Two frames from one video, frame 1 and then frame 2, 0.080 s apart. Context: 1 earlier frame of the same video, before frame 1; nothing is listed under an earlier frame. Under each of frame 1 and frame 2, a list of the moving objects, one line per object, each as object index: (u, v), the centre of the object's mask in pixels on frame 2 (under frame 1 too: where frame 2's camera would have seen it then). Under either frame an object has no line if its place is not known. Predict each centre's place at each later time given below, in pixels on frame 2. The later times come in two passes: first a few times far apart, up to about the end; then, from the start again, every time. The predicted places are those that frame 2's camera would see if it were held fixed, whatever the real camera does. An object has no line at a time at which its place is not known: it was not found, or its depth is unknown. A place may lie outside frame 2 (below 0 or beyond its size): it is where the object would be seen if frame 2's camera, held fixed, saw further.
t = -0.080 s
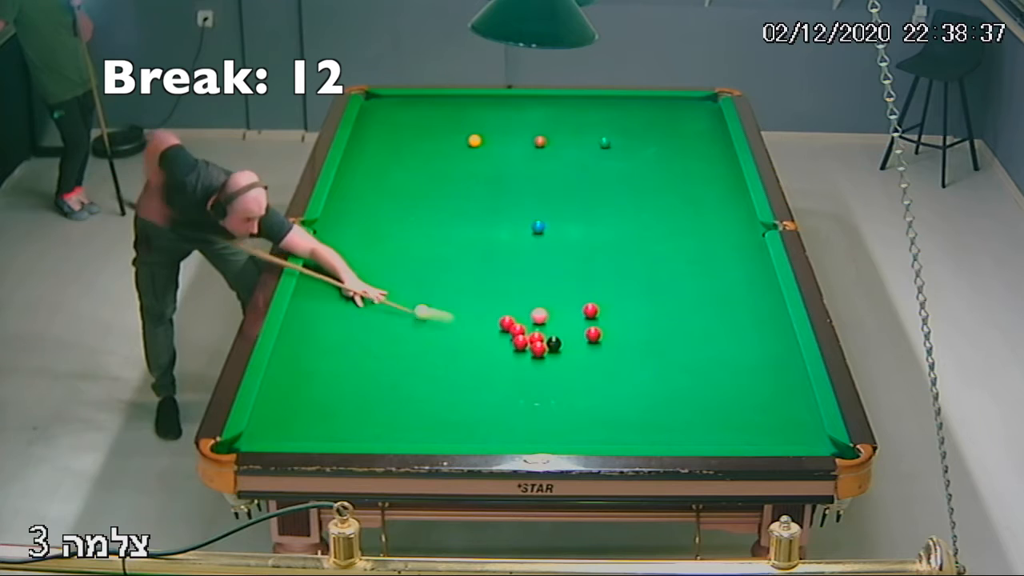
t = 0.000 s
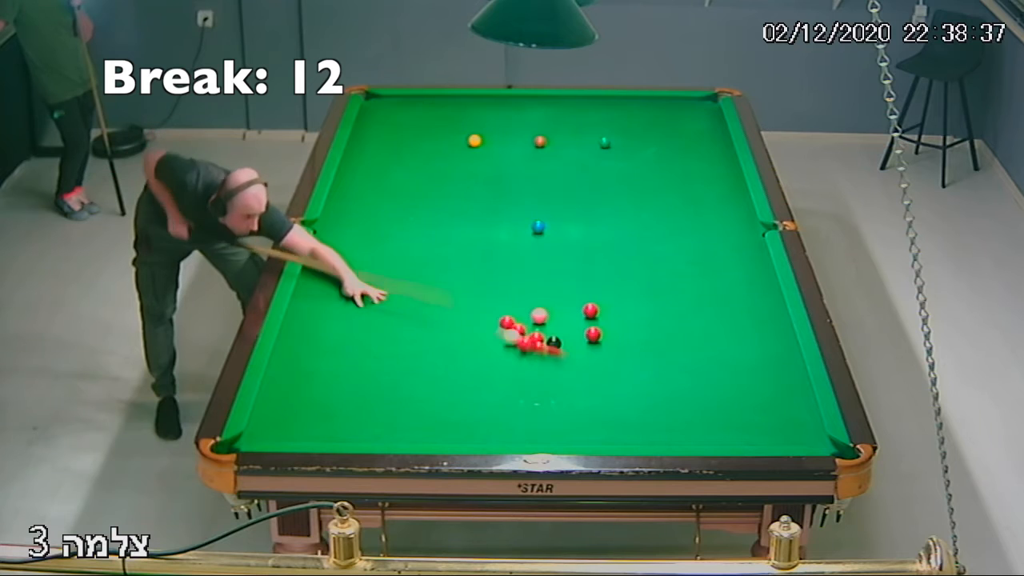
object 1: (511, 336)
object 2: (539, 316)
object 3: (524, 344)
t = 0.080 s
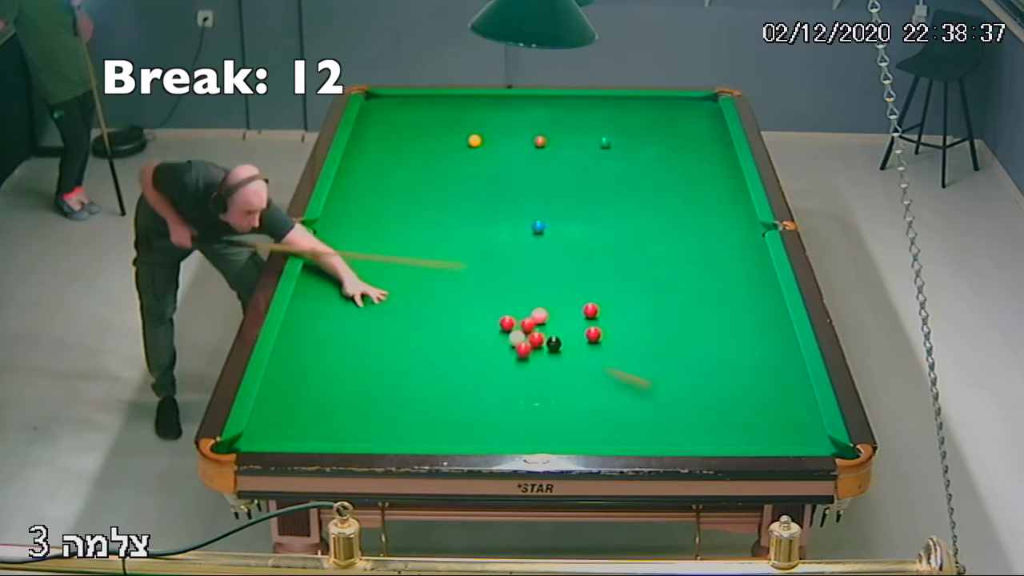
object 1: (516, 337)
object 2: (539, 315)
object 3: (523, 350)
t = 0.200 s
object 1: (518, 338)
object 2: (543, 312)
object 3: (522, 358)
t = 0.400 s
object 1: (496, 331)
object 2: (551, 305)
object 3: (520, 371)
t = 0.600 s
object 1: (456, 318)
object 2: (558, 299)
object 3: (518, 383)
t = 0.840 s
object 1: (409, 305)
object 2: (566, 291)
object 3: (516, 398)
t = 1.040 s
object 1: (372, 294)
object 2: (573, 286)
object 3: (515, 410)
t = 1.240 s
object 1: (336, 283)
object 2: (579, 281)
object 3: (514, 421)
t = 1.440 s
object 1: (308, 274)
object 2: (585, 276)
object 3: (513, 433)
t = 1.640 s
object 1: (331, 269)
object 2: (590, 272)
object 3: (512, 440)
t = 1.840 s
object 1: (352, 265)
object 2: (595, 268)
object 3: (512, 436)
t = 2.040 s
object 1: (372, 260)
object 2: (599, 264)
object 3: (512, 429)
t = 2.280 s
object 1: (395, 256)
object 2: (604, 260)
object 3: (513, 420)
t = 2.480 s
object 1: (413, 252)
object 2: (607, 257)
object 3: (514, 413)
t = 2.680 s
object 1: (430, 248)
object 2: (610, 254)
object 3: (515, 408)
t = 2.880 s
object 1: (446, 245)
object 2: (613, 252)
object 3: (515, 402)
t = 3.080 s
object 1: (462, 242)
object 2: (615, 250)
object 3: (516, 398)
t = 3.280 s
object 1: (476, 239)
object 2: (617, 248)
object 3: (516, 393)
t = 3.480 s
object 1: (490, 237)
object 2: (618, 247)
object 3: (517, 390)
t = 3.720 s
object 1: (504, 234)
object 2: (619, 246)
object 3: (518, 386)
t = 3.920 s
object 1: (516, 232)
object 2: (620, 245)
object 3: (518, 383)
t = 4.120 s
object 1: (527, 230)
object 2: (621, 245)
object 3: (518, 381)
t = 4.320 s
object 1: (531, 230)
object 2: (621, 244)
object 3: (519, 380)
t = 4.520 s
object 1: (533, 230)
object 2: (621, 244)
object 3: (519, 378)
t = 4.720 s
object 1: (535, 230)
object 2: (621, 244)
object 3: (519, 378)
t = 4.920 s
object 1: (537, 230)
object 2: (621, 244)
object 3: (519, 377)
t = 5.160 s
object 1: (538, 230)
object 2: (621, 244)
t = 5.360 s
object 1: (538, 230)
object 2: (621, 244)
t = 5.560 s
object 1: (538, 231)
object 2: (621, 244)
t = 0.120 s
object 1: (518, 338)
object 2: (540, 315)
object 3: (522, 353)
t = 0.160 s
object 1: (518, 338)
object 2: (542, 313)
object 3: (522, 355)
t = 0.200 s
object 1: (518, 338)
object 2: (543, 312)
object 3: (522, 358)
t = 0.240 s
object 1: (515, 337)
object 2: (545, 310)
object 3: (521, 361)
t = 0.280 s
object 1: (512, 336)
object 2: (546, 309)
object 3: (521, 363)
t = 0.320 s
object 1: (508, 334)
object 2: (547, 308)
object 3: (521, 366)
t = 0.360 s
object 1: (502, 333)
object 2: (549, 307)
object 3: (520, 368)
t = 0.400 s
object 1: (496, 331)
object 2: (551, 305)
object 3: (520, 371)
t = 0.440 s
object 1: (489, 328)
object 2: (552, 304)
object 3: (519, 373)
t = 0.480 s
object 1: (481, 326)
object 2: (553, 303)
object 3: (519, 376)
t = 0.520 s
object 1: (473, 323)
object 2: (555, 301)
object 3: (519, 378)
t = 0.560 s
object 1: (465, 321)
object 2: (557, 300)
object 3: (519, 381)
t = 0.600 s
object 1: (456, 318)
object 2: (558, 299)
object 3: (518, 383)
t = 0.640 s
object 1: (448, 316)
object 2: (560, 297)
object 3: (518, 386)
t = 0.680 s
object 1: (440, 314)
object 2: (561, 296)
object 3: (518, 388)
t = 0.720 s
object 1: (432, 312)
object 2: (562, 295)
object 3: (517, 390)
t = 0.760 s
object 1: (424, 309)
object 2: (564, 294)
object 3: (517, 393)
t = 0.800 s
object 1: (417, 307)
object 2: (565, 293)
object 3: (517, 395)
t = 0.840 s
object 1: (409, 305)
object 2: (566, 291)
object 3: (516, 398)
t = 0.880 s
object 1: (401, 302)
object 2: (568, 290)
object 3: (516, 400)
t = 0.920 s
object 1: (394, 300)
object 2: (569, 289)
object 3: (516, 402)
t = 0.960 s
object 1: (386, 298)
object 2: (571, 288)
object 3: (516, 405)
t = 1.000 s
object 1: (379, 296)
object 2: (572, 287)
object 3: (515, 407)
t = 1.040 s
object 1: (372, 294)
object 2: (573, 286)
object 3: (515, 410)
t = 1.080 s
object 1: (364, 292)
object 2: (574, 285)
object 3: (515, 412)
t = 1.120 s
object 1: (357, 290)
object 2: (576, 284)
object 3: (515, 414)
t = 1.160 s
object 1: (350, 287)
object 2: (577, 283)
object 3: (515, 417)
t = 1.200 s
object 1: (343, 286)
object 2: (578, 282)
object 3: (514, 419)
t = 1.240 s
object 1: (336, 283)
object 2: (579, 281)
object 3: (514, 421)
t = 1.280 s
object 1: (330, 281)
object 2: (580, 280)
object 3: (514, 423)
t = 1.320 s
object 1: (323, 280)
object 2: (582, 279)
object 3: (513, 426)
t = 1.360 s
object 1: (316, 278)
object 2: (583, 278)
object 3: (513, 428)
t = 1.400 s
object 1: (310, 276)
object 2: (584, 277)
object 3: (513, 431)
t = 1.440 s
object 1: (308, 274)
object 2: (585, 276)
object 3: (513, 433)
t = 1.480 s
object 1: (313, 273)
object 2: (586, 275)
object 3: (512, 434)
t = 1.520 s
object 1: (318, 272)
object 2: (587, 274)
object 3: (512, 436)
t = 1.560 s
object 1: (322, 272)
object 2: (588, 273)
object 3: (512, 438)
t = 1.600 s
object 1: (327, 270)
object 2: (589, 272)
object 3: (512, 439)
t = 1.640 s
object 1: (331, 269)
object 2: (590, 272)
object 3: (512, 440)
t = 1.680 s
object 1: (335, 268)
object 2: (591, 271)
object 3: (512, 440)
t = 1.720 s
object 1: (340, 267)
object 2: (592, 270)
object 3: (512, 439)
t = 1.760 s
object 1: (344, 266)
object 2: (593, 269)
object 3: (512, 438)
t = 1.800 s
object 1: (348, 266)
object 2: (594, 268)
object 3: (512, 437)
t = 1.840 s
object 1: (352, 265)
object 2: (595, 268)
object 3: (512, 436)
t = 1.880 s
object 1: (356, 264)
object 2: (596, 267)
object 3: (512, 435)
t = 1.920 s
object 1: (360, 263)
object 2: (597, 266)
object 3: (512, 433)
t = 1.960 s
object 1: (364, 262)
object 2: (598, 265)
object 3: (512, 432)
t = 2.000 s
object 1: (368, 261)
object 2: (598, 265)
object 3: (512, 430)
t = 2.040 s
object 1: (372, 260)
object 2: (599, 264)
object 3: (512, 429)
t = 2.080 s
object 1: (376, 260)
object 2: (600, 263)
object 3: (513, 427)
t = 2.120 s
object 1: (380, 259)
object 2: (601, 263)
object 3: (513, 426)
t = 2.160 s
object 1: (384, 258)
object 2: (601, 262)
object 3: (513, 424)
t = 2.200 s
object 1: (388, 257)
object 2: (602, 261)
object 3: (513, 423)
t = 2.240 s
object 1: (391, 256)
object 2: (603, 261)
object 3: (513, 422)
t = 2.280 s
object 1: (395, 256)
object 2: (604, 260)
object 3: (513, 420)
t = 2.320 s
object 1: (399, 255)
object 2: (605, 260)
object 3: (513, 419)
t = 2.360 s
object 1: (402, 254)
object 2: (605, 259)
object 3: (514, 418)
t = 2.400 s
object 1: (406, 253)
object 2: (606, 258)
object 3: (514, 416)
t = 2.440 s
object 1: (410, 252)
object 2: (607, 258)
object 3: (514, 415)
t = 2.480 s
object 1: (413, 252)
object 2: (607, 257)
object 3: (514, 413)
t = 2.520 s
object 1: (416, 251)
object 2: (608, 256)
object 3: (514, 412)
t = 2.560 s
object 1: (420, 250)
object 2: (608, 256)
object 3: (514, 411)
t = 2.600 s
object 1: (423, 250)
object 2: (609, 255)
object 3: (514, 410)
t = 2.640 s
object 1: (427, 249)
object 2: (609, 255)
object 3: (515, 409)
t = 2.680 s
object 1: (430, 248)
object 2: (610, 254)
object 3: (515, 408)
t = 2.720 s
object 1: (433, 248)
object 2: (611, 254)
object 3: (515, 407)
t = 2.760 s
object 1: (437, 247)
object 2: (611, 253)
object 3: (515, 405)
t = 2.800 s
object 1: (440, 246)
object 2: (612, 253)
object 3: (515, 404)
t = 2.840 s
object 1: (443, 245)
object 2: (612, 252)
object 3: (515, 403)
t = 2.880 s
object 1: (446, 245)
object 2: (613, 252)
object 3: (515, 402)
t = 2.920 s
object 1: (450, 244)
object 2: (613, 252)
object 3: (515, 401)
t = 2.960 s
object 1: (452, 244)
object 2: (614, 251)
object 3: (515, 400)
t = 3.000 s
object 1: (455, 243)
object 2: (614, 251)
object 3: (515, 399)
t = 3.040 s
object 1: (459, 243)
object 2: (614, 250)
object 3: (516, 399)
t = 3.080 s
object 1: (462, 242)
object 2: (615, 250)
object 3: (516, 398)
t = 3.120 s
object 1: (465, 242)
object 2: (615, 250)
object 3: (516, 397)
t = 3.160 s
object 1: (468, 241)
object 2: (616, 249)
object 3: (516, 396)
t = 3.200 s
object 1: (470, 240)
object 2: (616, 249)
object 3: (516, 395)
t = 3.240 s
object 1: (473, 240)
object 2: (616, 249)
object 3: (516, 394)
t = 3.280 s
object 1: (476, 239)
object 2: (617, 248)
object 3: (516, 393)
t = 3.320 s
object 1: (479, 239)
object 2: (617, 248)
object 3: (516, 392)
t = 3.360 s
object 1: (481, 238)
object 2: (617, 248)
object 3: (516, 392)
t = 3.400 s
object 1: (484, 238)
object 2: (618, 248)
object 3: (517, 391)
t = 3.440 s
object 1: (487, 237)
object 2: (618, 247)
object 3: (517, 390)
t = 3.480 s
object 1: (490, 237)
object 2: (618, 247)
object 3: (517, 390)
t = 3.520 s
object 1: (492, 236)
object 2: (618, 247)
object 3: (517, 389)
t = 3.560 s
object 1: (495, 236)
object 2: (618, 247)
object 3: (517, 388)
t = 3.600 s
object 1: (497, 235)
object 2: (619, 246)
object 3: (517, 388)
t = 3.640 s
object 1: (500, 235)
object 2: (619, 246)
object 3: (517, 387)
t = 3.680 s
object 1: (502, 234)
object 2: (619, 246)
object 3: (518, 386)
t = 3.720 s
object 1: (504, 234)
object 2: (619, 246)
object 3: (518, 386)
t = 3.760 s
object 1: (507, 233)
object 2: (620, 246)
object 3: (518, 385)
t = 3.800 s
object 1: (509, 233)
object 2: (619, 245)
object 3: (518, 385)
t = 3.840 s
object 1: (511, 233)
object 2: (620, 245)
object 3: (518, 384)
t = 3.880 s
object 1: (514, 232)
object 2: (620, 245)
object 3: (518, 384)
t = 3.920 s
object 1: (516, 232)
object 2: (620, 245)
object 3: (518, 383)
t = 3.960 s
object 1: (519, 231)
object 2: (620, 245)
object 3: (518, 383)
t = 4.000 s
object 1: (521, 231)
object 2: (620, 245)
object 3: (518, 382)
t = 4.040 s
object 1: (523, 231)
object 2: (621, 245)
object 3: (518, 382)
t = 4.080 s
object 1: (525, 230)
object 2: (621, 245)
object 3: (518, 382)
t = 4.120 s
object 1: (527, 230)
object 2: (621, 245)
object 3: (518, 381)
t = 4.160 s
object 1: (528, 230)
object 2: (621, 244)
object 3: (519, 381)
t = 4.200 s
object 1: (529, 230)
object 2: (621, 245)
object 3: (519, 380)
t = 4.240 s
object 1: (529, 230)
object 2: (621, 244)
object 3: (519, 380)
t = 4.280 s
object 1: (530, 230)
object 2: (621, 244)
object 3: (519, 380)
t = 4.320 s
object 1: (531, 230)
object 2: (621, 244)
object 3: (519, 380)
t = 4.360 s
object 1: (531, 230)
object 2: (621, 244)
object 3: (519, 379)
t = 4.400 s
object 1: (532, 230)
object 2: (621, 244)
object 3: (519, 379)
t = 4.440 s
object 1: (532, 230)
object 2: (621, 244)
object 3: (519, 379)
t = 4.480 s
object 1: (533, 230)
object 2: (621, 244)
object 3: (519, 379)
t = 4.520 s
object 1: (533, 230)
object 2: (621, 244)
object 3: (519, 378)
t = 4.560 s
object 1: (534, 230)
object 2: (621, 244)
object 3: (519, 378)
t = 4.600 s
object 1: (534, 230)
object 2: (621, 244)
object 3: (519, 378)
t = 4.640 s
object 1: (535, 230)
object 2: (621, 244)
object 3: (519, 378)
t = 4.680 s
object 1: (535, 230)
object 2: (621, 244)
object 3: (519, 378)
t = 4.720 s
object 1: (535, 230)
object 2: (621, 244)
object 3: (519, 378)
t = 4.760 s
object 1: (536, 230)
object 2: (621, 244)
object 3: (519, 378)
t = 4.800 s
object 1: (536, 230)
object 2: (621, 244)
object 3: (519, 378)
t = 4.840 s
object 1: (537, 230)
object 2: (621, 244)
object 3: (519, 377)
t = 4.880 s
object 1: (537, 230)
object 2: (621, 244)
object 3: (519, 377)
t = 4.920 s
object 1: (537, 230)
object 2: (621, 244)
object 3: (519, 377)
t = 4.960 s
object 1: (537, 230)
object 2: (621, 244)
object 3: (519, 377)
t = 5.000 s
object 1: (538, 230)
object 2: (621, 244)
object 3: (519, 377)
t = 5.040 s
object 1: (537, 230)
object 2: (621, 244)
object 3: (519, 377)
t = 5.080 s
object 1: (538, 230)
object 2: (621, 244)
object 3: (519, 377)
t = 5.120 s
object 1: (538, 230)
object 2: (621, 244)
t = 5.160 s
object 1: (538, 230)
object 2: (621, 244)
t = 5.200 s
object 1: (538, 230)
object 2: (621, 244)
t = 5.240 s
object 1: (538, 230)
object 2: (621, 244)
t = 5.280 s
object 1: (538, 230)
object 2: (621, 244)
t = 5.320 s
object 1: (538, 230)
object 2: (621, 244)
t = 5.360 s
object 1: (538, 230)
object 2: (621, 244)
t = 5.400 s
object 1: (538, 231)
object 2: (621, 244)
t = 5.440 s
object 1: (538, 231)
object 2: (621, 244)
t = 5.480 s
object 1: (538, 231)
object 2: (621, 244)
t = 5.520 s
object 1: (538, 230)
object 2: (621, 244)
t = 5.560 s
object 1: (538, 231)
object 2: (621, 244)
